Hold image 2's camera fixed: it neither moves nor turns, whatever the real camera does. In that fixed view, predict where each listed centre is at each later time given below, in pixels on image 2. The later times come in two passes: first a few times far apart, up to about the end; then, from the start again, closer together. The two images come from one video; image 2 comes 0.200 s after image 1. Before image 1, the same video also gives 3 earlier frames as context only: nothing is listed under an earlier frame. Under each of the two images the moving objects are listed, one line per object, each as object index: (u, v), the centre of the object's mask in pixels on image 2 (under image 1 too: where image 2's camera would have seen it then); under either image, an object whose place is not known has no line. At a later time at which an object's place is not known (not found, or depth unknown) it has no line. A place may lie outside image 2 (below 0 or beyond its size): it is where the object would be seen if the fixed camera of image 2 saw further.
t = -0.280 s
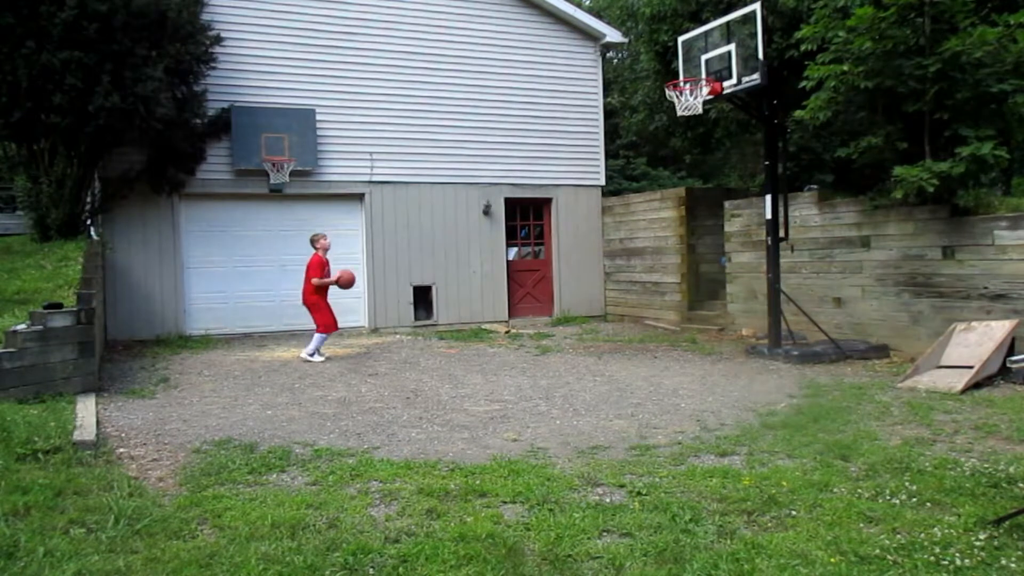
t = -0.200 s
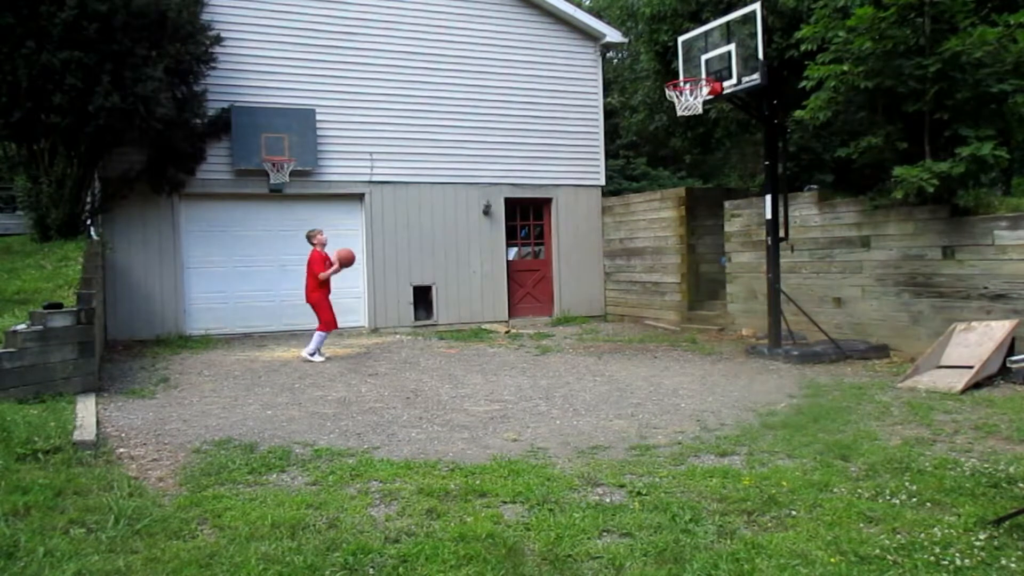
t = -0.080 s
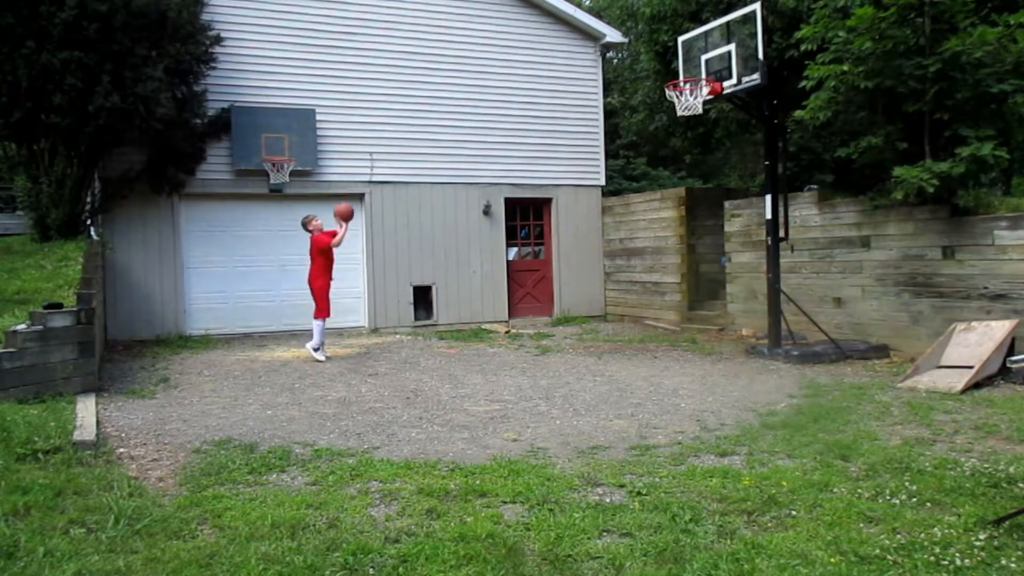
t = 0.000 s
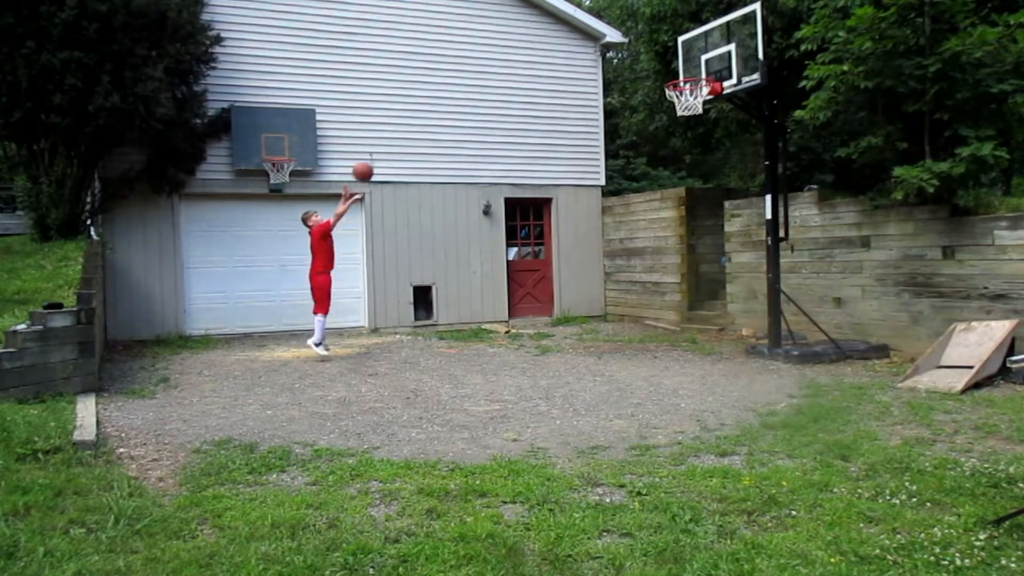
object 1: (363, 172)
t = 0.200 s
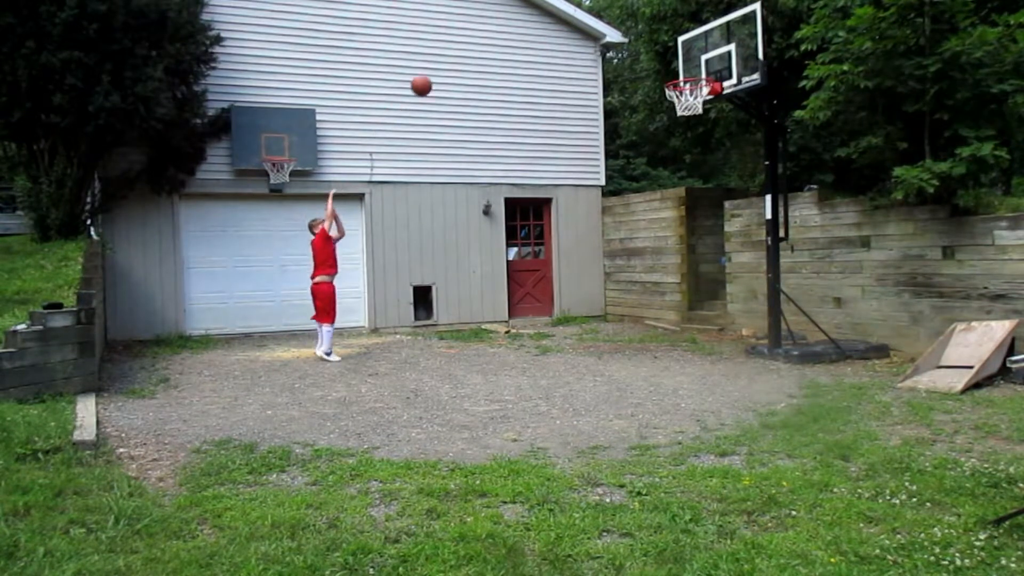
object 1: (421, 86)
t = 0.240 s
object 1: (433, 72)
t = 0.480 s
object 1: (508, 21)
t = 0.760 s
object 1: (601, 27)
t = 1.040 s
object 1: (702, 95)
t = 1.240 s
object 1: (703, 111)
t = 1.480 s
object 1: (698, 172)
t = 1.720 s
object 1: (696, 284)
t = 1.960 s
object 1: (685, 303)
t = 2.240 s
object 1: (662, 214)
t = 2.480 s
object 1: (645, 197)
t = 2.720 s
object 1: (630, 233)
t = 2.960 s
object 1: (616, 320)
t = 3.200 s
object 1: (609, 300)
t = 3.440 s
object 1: (604, 251)
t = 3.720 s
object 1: (599, 261)
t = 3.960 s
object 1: (597, 325)
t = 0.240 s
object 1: (433, 72)
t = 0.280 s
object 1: (446, 60)
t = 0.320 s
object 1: (458, 49)
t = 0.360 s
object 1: (470, 40)
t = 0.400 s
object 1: (483, 33)
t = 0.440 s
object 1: (496, 26)
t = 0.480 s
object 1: (508, 21)
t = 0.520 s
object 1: (521, 17)
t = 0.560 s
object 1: (535, 14)
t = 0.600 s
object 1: (547, 15)
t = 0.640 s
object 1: (561, 15)
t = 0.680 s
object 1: (574, 17)
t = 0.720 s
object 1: (588, 21)
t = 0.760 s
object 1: (601, 27)
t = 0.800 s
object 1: (616, 33)
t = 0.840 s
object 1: (630, 41)
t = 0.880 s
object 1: (643, 51)
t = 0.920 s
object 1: (658, 62)
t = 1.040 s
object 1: (702, 95)
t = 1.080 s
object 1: (707, 98)
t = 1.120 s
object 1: (706, 100)
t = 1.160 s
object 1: (705, 103)
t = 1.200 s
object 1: (704, 106)
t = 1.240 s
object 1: (703, 111)
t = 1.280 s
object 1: (702, 117)
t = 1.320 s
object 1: (701, 125)
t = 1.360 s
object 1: (700, 135)
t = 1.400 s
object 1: (700, 145)
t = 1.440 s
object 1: (699, 158)
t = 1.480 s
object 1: (698, 172)
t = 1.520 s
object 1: (697, 187)
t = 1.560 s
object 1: (697, 204)
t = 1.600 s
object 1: (697, 222)
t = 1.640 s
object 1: (696, 242)
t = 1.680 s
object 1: (696, 262)
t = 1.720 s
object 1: (696, 284)
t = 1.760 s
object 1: (696, 309)
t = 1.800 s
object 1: (696, 335)
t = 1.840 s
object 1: (696, 362)
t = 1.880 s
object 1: (692, 343)
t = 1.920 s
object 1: (688, 322)
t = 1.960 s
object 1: (685, 303)
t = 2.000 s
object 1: (681, 286)
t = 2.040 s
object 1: (678, 270)
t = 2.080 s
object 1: (674, 256)
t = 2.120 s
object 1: (672, 243)
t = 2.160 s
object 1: (668, 232)
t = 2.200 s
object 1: (666, 222)
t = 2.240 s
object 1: (662, 214)
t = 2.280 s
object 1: (659, 208)
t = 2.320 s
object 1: (656, 203)
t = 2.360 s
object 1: (653, 199)
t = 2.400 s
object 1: (650, 196)
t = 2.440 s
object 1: (647, 196)
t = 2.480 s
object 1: (645, 197)
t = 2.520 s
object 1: (643, 199)
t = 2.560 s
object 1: (640, 203)
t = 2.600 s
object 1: (637, 208)
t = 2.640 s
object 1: (634, 215)
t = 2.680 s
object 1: (633, 223)
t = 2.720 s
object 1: (630, 233)
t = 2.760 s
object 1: (628, 243)
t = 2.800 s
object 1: (625, 256)
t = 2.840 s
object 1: (623, 270)
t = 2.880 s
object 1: (621, 285)
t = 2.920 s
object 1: (619, 302)
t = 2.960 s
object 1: (616, 320)
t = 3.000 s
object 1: (615, 339)
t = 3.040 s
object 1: (613, 360)
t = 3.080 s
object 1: (612, 344)
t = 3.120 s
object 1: (611, 328)
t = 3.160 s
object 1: (609, 313)
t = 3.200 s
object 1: (609, 300)
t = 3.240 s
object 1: (608, 288)
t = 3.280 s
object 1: (607, 277)
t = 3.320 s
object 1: (605, 268)
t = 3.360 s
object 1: (605, 261)
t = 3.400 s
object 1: (604, 255)
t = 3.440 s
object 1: (604, 251)
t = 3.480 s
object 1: (602, 248)
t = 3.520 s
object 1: (601, 246)
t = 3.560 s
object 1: (601, 246)
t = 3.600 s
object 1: (601, 248)
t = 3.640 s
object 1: (600, 250)
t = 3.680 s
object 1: (600, 255)
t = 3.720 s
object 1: (599, 261)
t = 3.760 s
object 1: (599, 268)
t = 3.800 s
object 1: (598, 277)
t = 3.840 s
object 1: (598, 286)
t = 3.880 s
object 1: (598, 298)
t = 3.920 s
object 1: (597, 311)
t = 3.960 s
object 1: (597, 325)
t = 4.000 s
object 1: (597, 341)
